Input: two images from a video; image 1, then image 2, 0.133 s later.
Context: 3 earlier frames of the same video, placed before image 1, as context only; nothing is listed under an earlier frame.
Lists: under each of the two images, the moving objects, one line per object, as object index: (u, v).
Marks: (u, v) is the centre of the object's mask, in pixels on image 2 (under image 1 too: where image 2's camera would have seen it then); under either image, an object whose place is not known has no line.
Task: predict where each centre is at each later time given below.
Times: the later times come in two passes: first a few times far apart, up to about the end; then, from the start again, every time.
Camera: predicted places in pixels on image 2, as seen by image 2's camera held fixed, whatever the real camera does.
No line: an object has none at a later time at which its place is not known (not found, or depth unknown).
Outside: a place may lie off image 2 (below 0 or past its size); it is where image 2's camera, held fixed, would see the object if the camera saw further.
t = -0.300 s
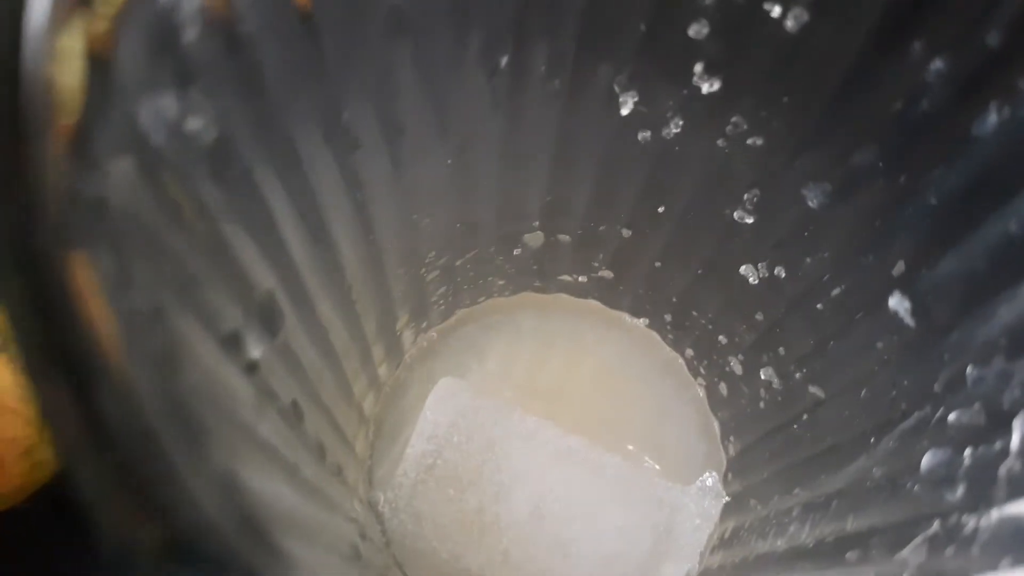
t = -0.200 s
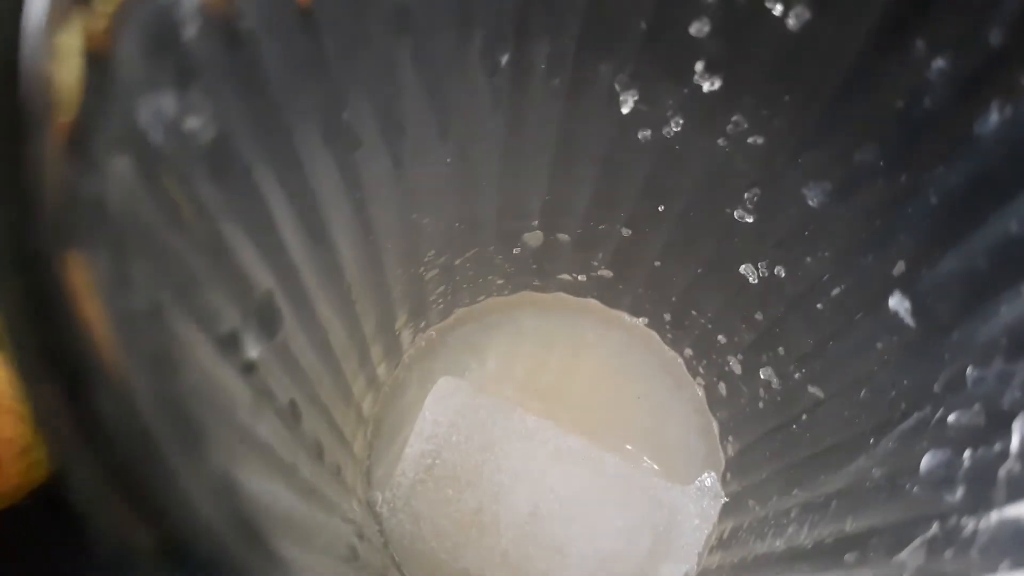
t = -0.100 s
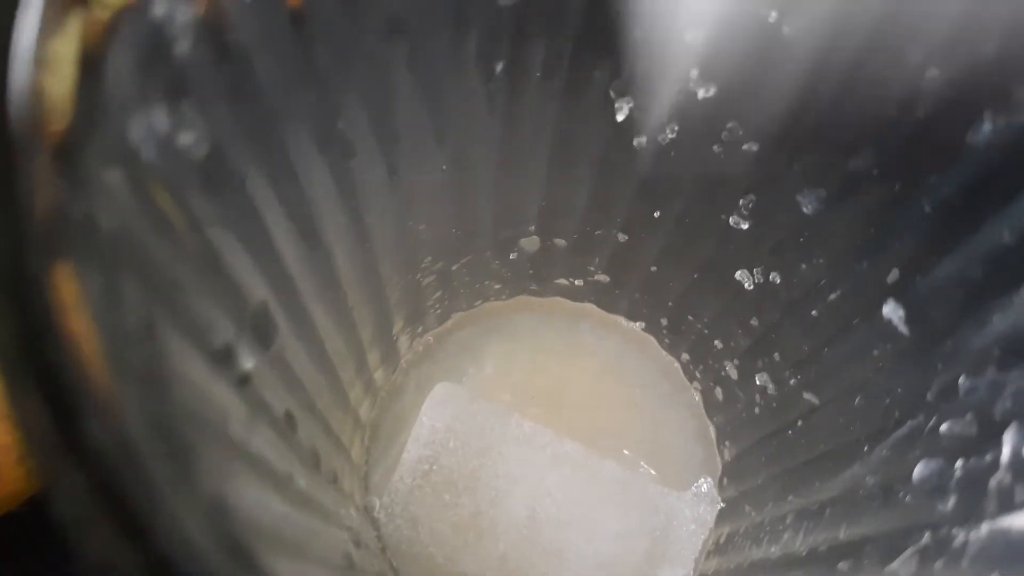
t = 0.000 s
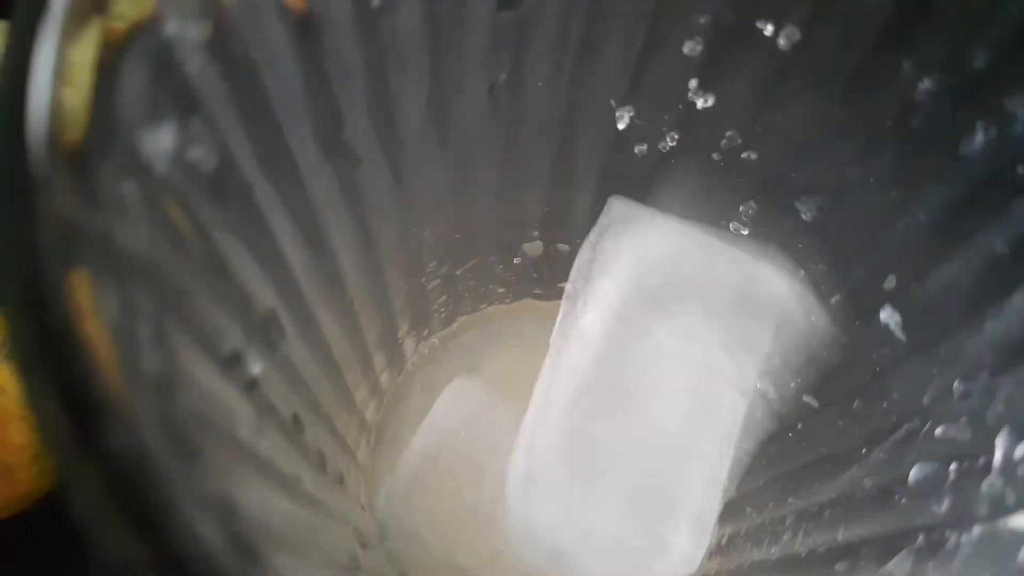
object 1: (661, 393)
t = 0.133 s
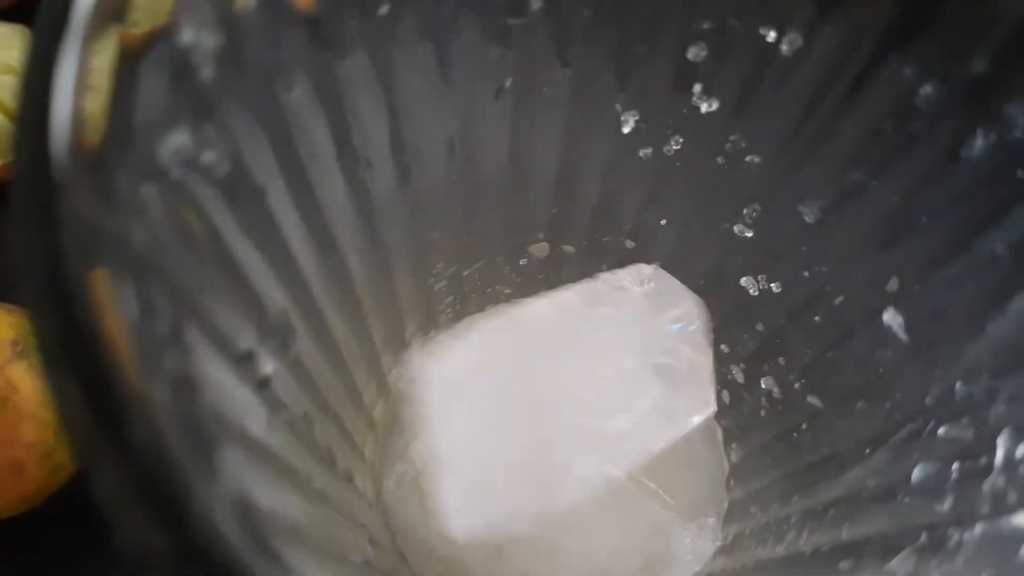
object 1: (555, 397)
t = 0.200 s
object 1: (540, 394)
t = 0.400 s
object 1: (566, 364)
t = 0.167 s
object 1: (541, 391)
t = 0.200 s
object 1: (540, 394)
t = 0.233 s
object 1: (540, 396)
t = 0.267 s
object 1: (541, 390)
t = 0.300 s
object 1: (546, 369)
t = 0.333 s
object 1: (559, 348)
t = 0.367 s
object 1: (556, 355)
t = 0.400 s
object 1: (566, 364)
